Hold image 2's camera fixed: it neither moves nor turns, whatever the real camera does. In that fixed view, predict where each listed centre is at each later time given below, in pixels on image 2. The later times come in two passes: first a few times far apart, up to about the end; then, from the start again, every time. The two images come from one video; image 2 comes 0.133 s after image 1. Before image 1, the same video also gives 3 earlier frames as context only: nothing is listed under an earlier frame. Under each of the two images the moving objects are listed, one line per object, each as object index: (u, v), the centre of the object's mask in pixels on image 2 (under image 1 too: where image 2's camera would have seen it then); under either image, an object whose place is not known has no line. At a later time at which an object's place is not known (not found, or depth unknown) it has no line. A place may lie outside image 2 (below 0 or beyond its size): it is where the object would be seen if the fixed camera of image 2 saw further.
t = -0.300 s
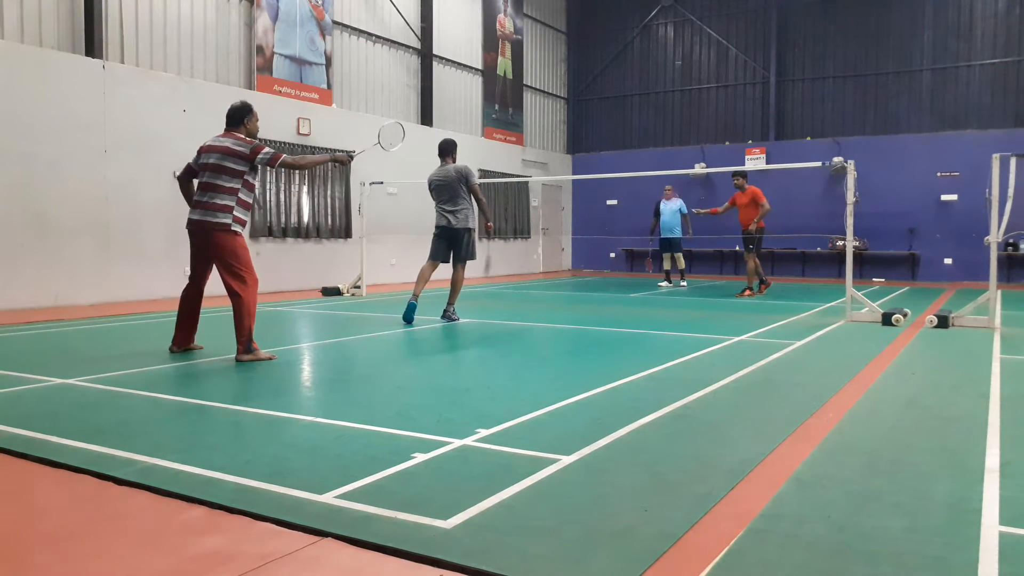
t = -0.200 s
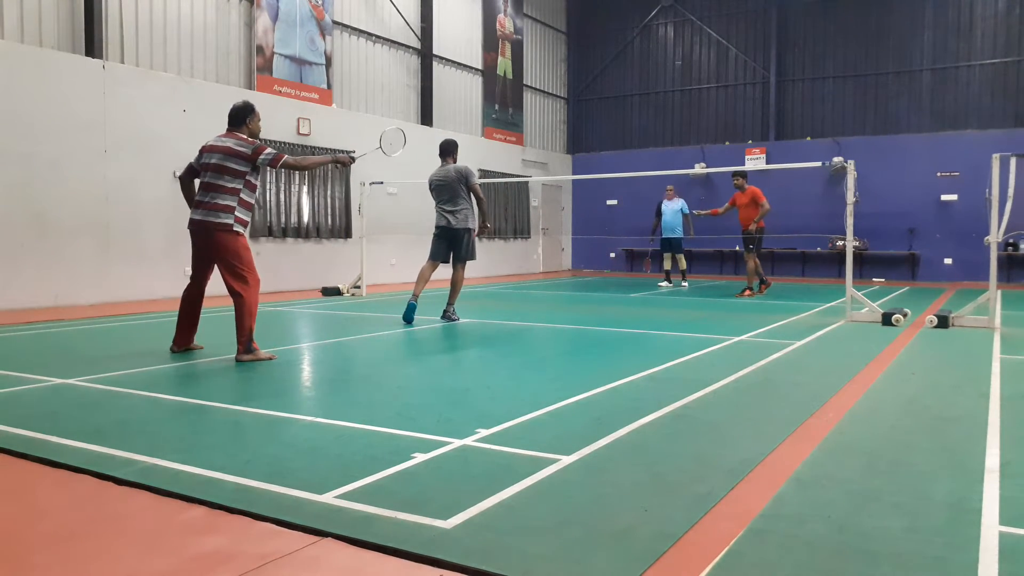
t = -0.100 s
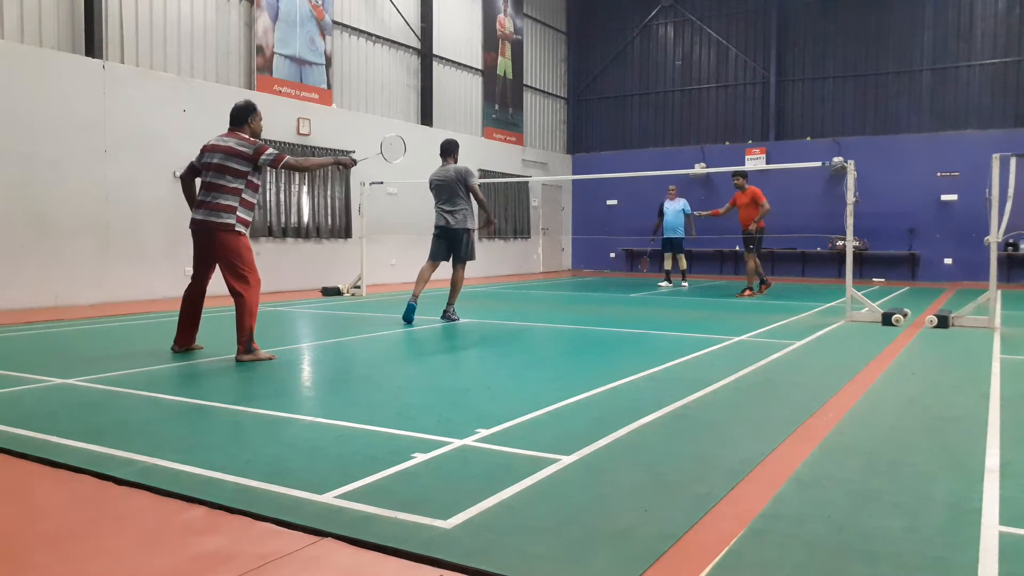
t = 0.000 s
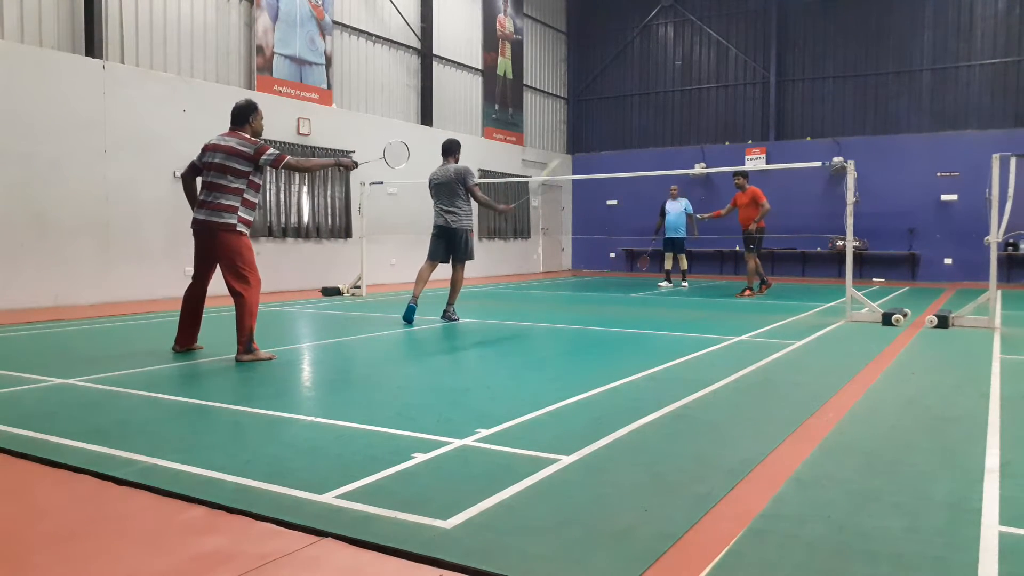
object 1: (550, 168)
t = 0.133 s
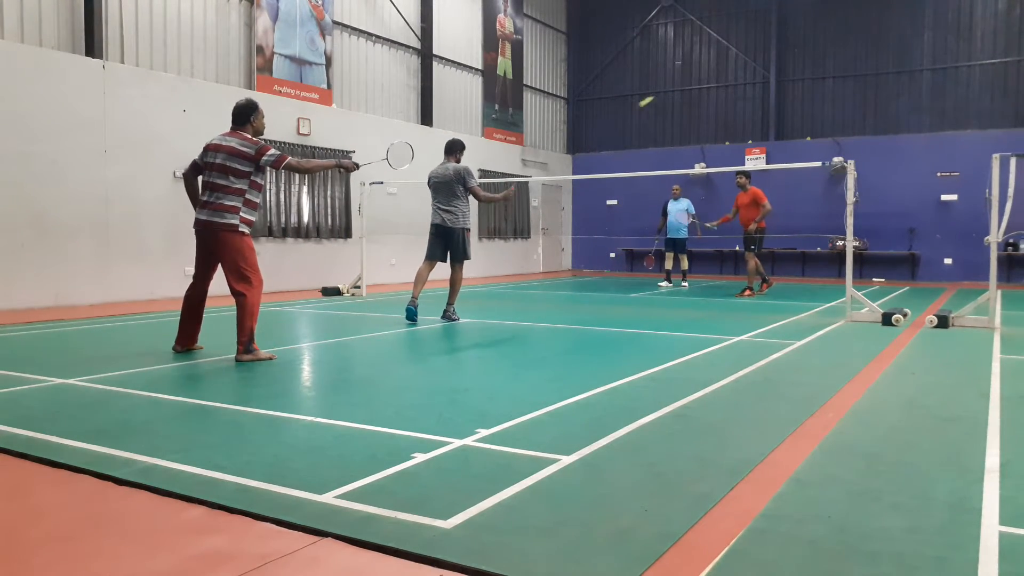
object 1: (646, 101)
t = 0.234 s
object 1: (693, 77)
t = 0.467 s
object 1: (766, 62)
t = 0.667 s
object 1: (807, 81)
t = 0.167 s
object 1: (663, 91)
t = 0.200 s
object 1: (679, 83)
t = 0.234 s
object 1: (693, 77)
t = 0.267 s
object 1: (706, 72)
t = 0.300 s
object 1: (718, 67)
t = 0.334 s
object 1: (729, 64)
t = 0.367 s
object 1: (739, 63)
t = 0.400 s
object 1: (749, 62)
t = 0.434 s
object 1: (757, 61)
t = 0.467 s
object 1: (766, 62)
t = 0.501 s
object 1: (774, 64)
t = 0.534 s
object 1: (781, 66)
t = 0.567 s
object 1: (788, 69)
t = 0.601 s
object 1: (794, 72)
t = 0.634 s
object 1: (801, 76)
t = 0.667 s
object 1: (807, 81)
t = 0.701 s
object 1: (813, 85)
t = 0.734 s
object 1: (818, 91)
